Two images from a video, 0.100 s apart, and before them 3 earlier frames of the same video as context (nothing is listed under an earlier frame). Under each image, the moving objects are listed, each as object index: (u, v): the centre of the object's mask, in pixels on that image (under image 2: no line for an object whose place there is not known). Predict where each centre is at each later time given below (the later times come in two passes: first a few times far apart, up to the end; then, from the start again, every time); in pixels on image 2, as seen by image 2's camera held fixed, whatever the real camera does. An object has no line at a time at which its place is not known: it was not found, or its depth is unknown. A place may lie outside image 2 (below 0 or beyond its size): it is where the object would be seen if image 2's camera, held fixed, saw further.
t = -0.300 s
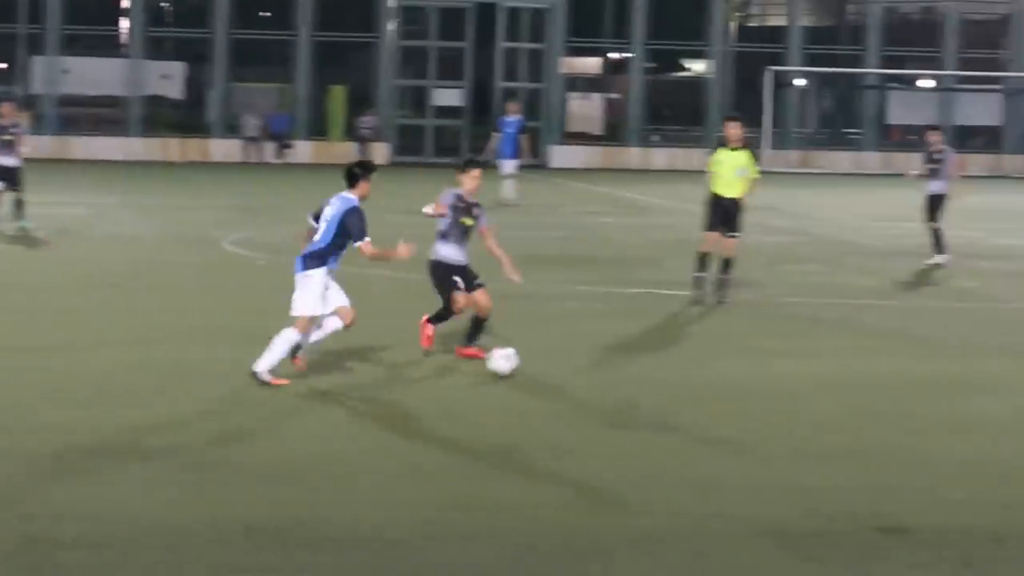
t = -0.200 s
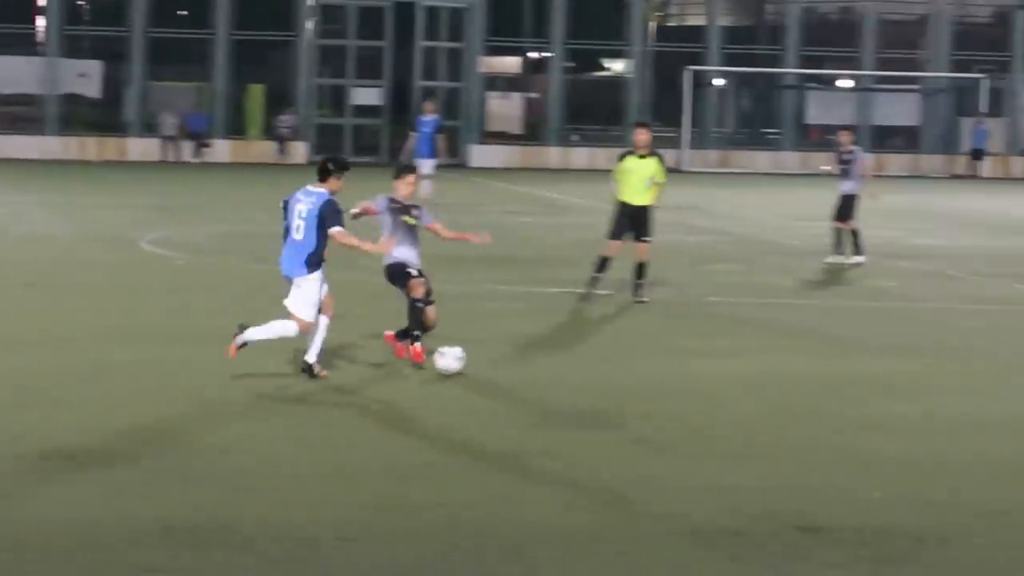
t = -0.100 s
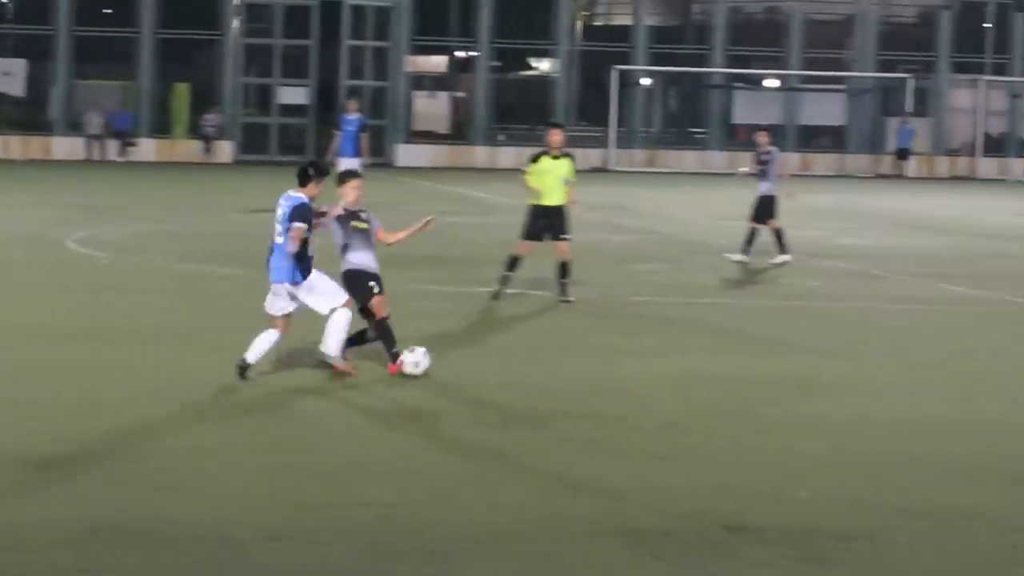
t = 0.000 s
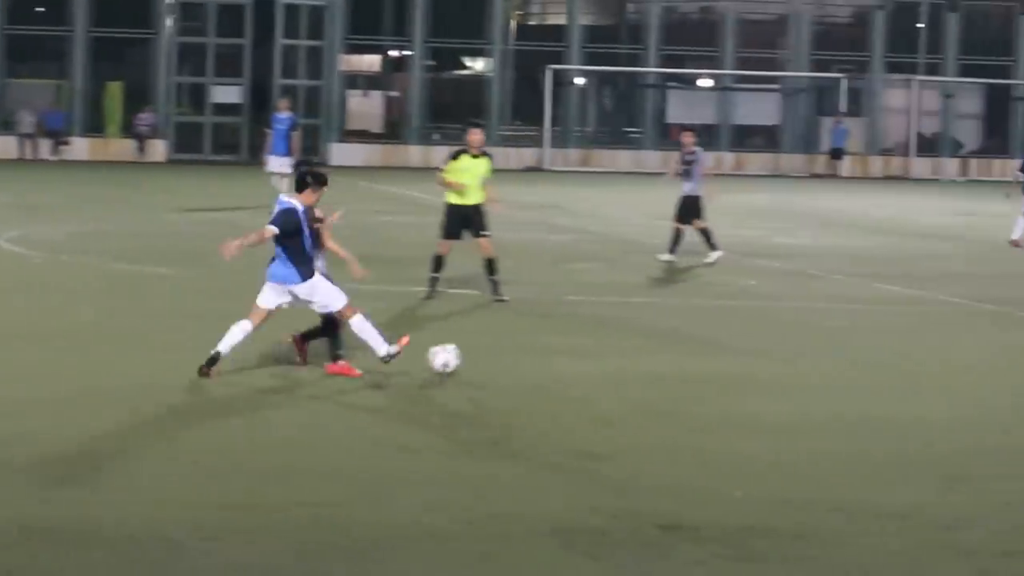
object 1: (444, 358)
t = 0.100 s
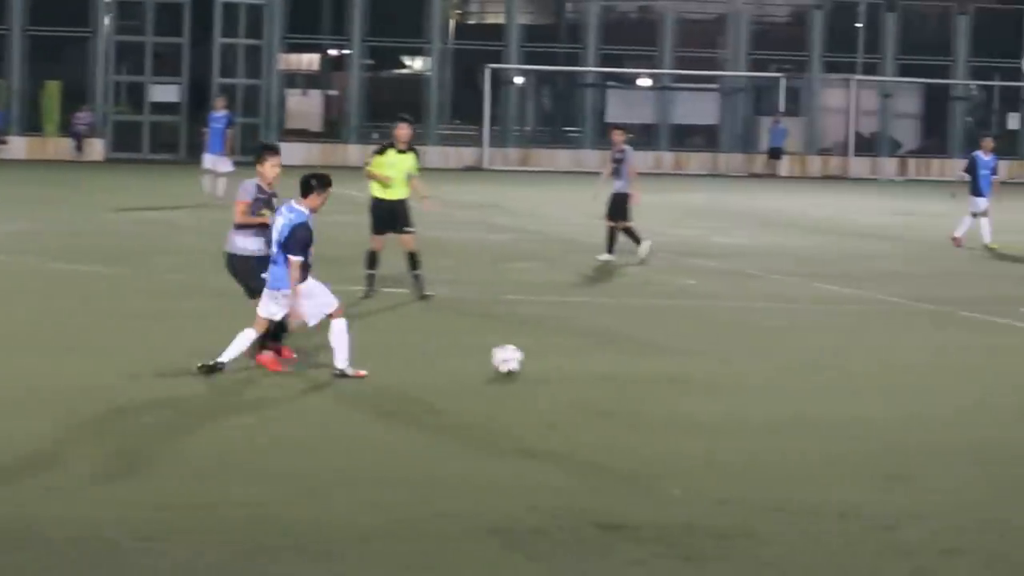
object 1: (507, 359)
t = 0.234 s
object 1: (652, 352)
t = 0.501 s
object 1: (908, 355)
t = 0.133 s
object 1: (545, 358)
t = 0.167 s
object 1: (581, 354)
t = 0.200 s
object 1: (616, 352)
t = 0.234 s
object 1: (652, 352)
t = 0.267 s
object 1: (684, 353)
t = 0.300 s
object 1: (717, 356)
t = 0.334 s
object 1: (750, 356)
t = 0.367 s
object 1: (782, 355)
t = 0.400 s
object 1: (814, 355)
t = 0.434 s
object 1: (846, 357)
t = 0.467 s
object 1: (877, 356)
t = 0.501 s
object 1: (908, 355)
